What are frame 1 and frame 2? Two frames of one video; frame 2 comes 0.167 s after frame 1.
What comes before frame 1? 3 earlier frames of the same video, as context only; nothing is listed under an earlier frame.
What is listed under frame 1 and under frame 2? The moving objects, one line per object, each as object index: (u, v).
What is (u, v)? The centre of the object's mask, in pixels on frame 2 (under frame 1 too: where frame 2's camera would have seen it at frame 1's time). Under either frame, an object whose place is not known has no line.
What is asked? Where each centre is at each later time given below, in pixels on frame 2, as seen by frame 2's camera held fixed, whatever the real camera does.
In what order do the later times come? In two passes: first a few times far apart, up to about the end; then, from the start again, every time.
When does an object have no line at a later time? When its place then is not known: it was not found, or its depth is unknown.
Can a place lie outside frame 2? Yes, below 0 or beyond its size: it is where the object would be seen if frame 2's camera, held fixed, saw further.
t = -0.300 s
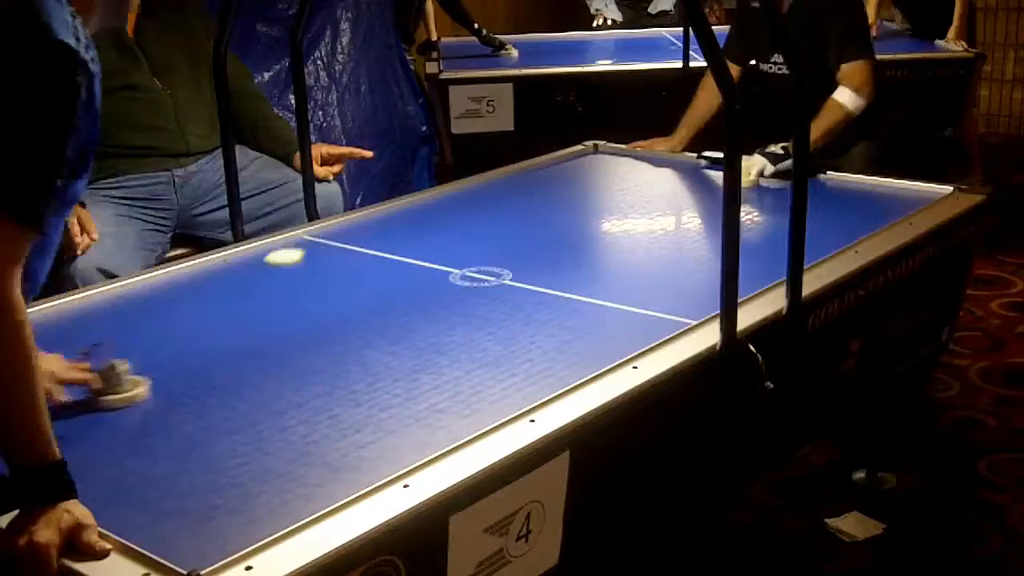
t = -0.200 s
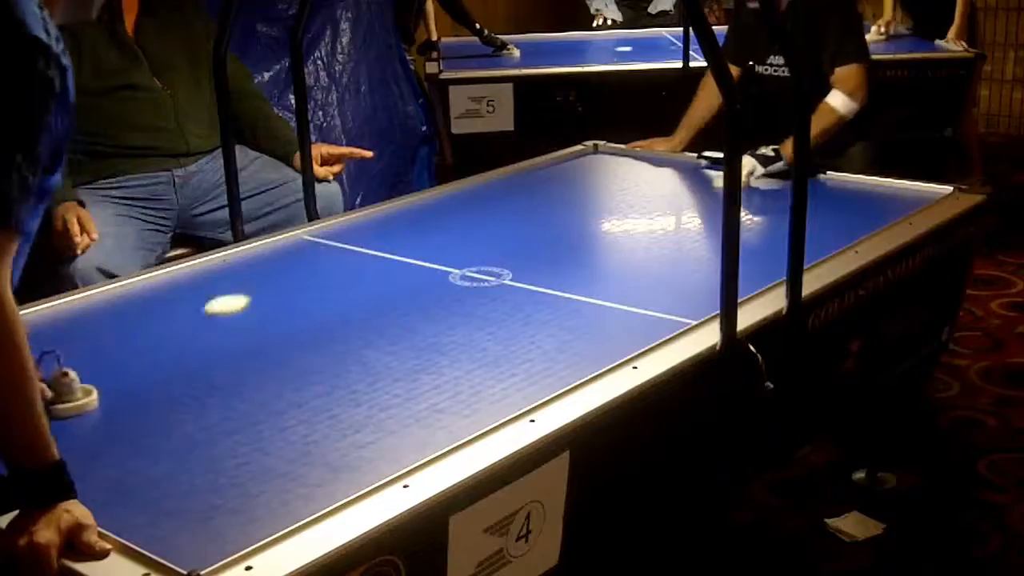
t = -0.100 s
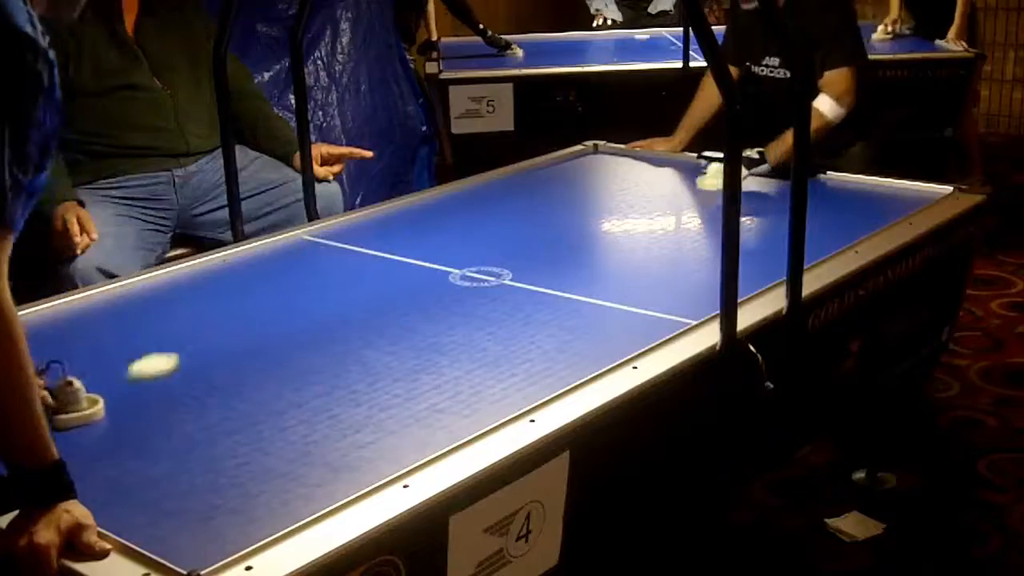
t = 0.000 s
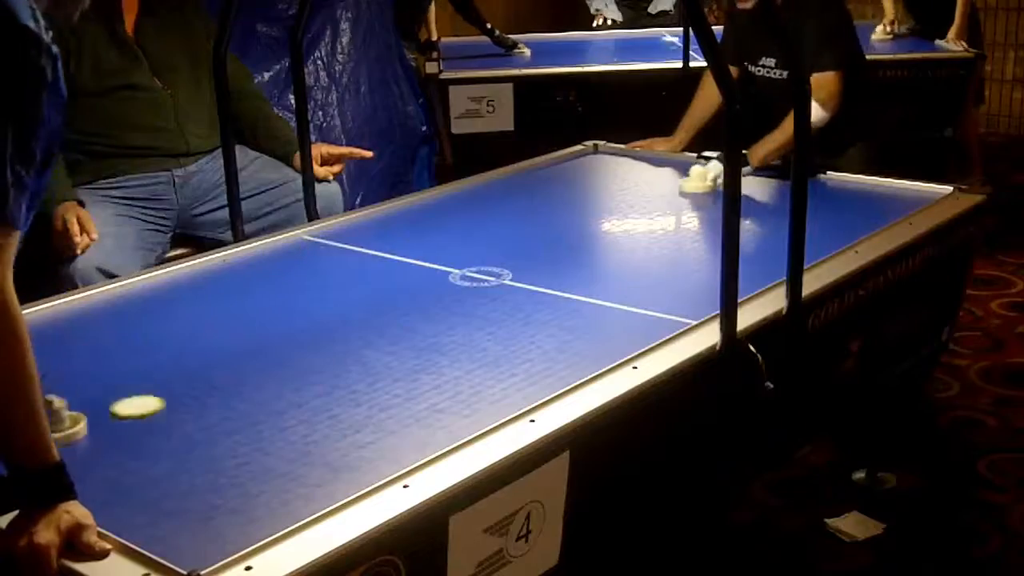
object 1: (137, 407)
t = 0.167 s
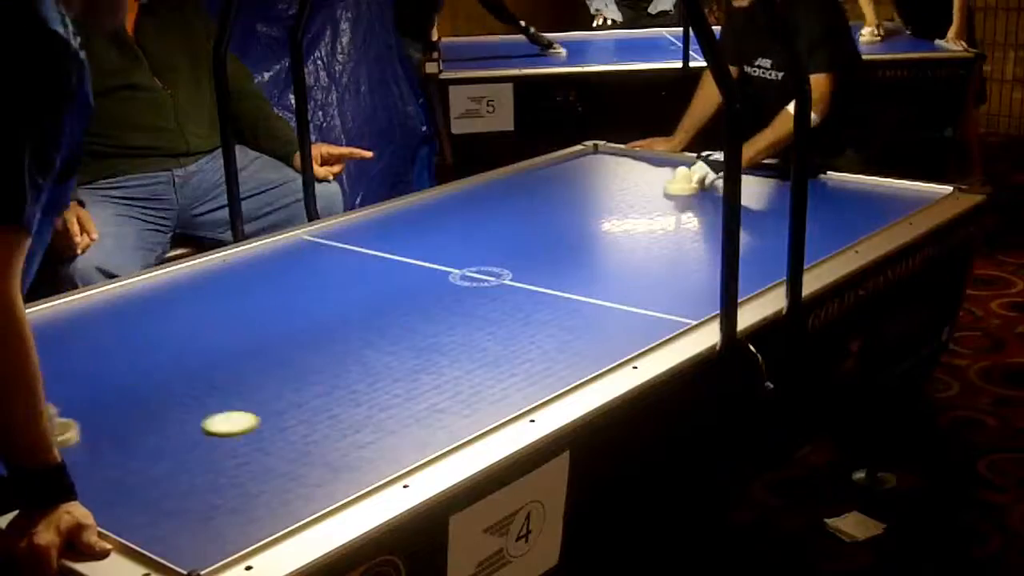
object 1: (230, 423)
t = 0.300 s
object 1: (309, 437)
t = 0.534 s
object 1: (402, 438)
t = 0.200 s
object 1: (250, 427)
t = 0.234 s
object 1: (269, 431)
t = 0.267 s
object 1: (289, 434)
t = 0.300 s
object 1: (309, 437)
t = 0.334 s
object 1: (330, 441)
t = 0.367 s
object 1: (350, 444)
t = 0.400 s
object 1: (372, 448)
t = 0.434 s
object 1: (393, 452)
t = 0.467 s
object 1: (409, 453)
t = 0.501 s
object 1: (408, 447)
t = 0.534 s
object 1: (402, 438)
